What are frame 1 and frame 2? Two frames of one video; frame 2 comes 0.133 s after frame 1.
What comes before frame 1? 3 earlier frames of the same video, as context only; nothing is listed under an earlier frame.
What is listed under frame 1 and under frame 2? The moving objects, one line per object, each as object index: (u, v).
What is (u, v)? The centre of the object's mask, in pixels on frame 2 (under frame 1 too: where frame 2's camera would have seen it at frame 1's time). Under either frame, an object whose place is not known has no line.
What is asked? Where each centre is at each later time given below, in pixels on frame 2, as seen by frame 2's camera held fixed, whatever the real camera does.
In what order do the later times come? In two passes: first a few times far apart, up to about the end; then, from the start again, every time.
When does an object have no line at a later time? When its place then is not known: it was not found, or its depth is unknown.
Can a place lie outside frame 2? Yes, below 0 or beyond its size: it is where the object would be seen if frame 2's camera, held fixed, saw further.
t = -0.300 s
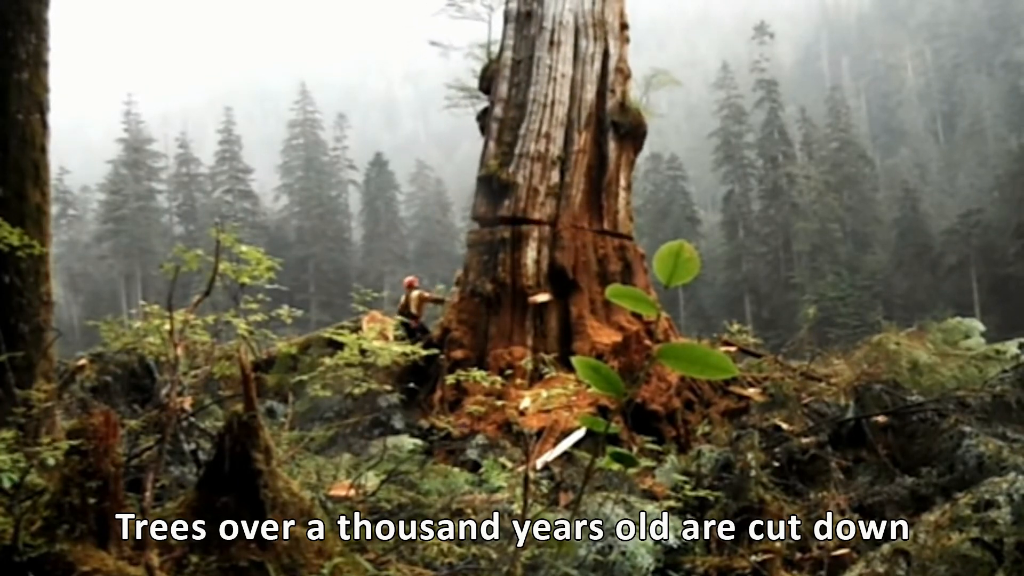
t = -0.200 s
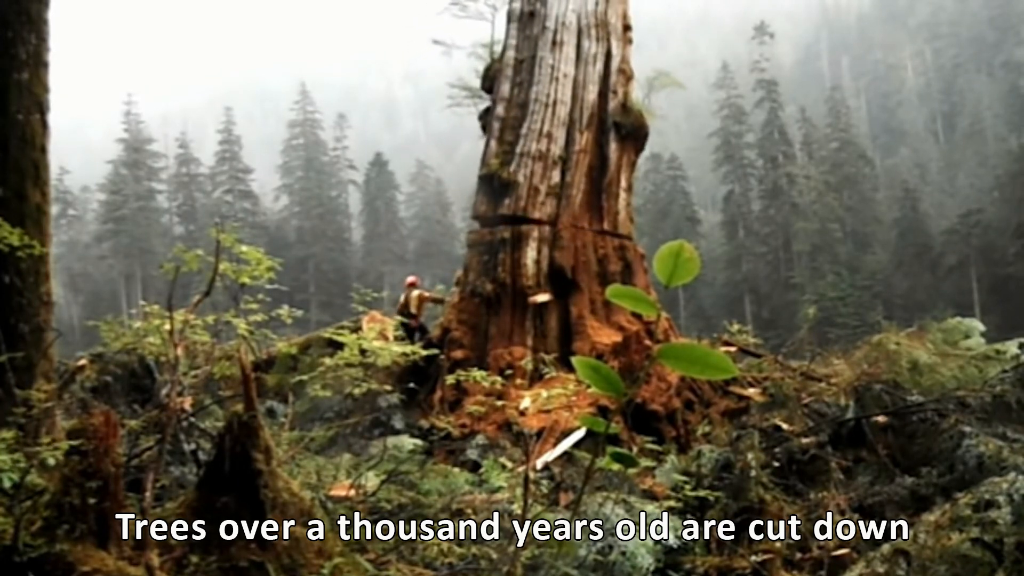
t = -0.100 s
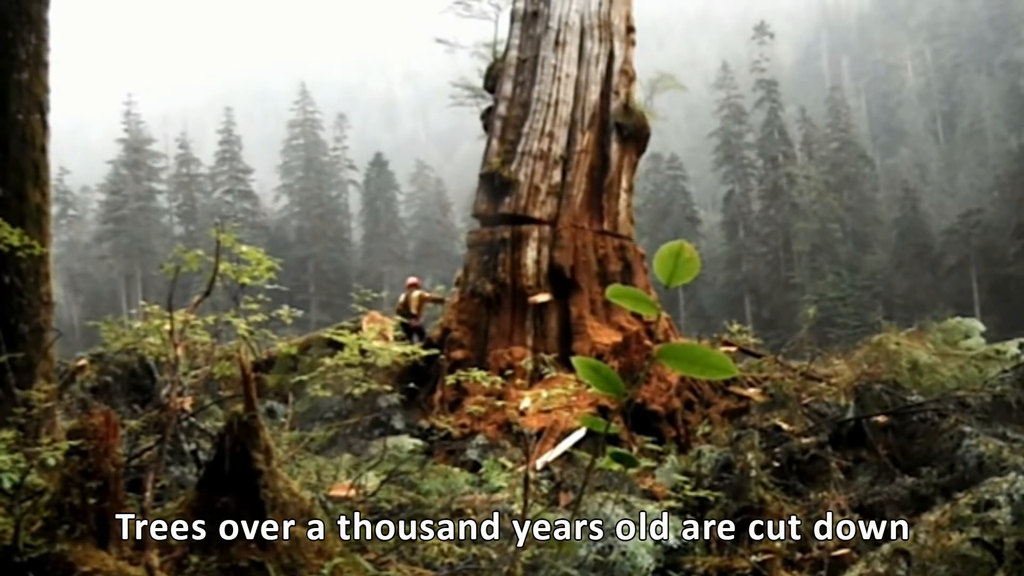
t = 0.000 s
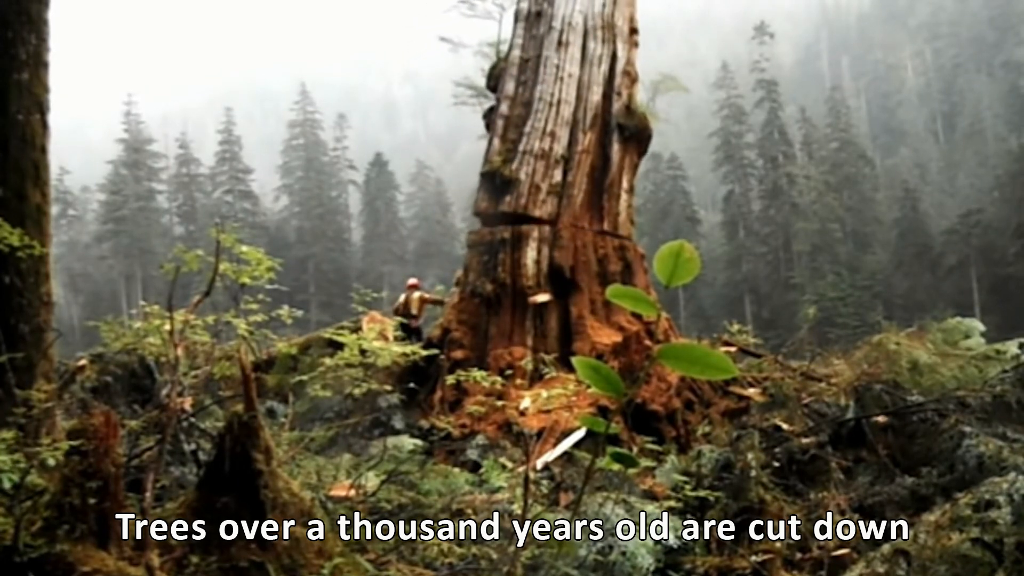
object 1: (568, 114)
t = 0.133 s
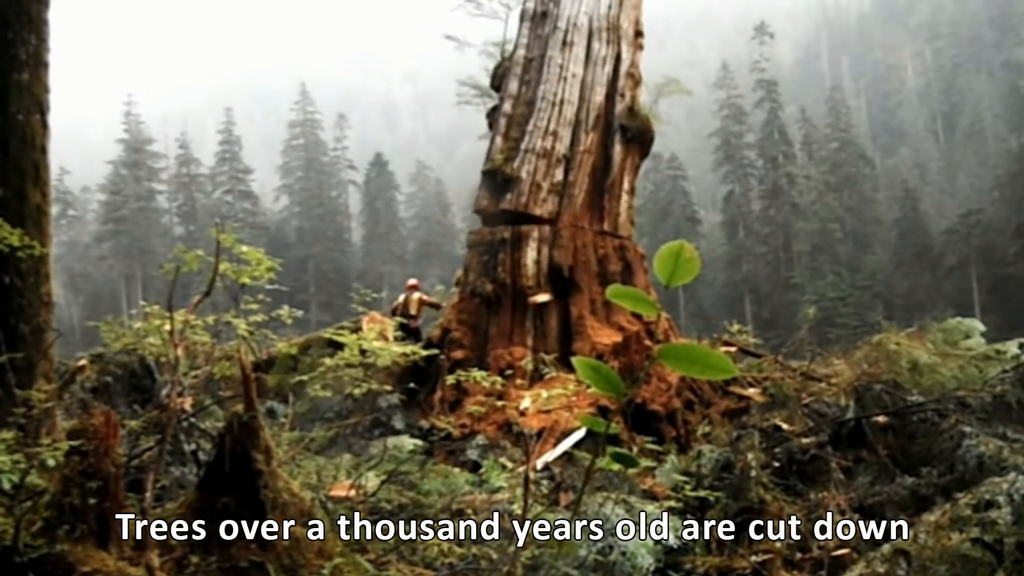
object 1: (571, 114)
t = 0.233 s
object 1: (574, 114)
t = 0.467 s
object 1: (579, 115)
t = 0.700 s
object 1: (587, 116)
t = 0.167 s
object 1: (572, 114)
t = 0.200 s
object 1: (573, 113)
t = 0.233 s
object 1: (574, 114)
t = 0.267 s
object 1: (574, 114)
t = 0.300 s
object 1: (575, 113)
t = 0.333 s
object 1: (576, 114)
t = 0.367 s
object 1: (577, 114)
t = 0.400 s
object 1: (578, 114)
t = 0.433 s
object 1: (578, 115)
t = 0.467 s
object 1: (579, 115)
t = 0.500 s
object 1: (580, 115)
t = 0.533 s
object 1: (581, 115)
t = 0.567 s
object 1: (582, 115)
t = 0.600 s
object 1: (583, 116)
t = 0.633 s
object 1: (585, 116)
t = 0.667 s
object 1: (586, 116)
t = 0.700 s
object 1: (587, 116)
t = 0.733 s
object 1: (588, 116)
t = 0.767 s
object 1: (589, 116)
